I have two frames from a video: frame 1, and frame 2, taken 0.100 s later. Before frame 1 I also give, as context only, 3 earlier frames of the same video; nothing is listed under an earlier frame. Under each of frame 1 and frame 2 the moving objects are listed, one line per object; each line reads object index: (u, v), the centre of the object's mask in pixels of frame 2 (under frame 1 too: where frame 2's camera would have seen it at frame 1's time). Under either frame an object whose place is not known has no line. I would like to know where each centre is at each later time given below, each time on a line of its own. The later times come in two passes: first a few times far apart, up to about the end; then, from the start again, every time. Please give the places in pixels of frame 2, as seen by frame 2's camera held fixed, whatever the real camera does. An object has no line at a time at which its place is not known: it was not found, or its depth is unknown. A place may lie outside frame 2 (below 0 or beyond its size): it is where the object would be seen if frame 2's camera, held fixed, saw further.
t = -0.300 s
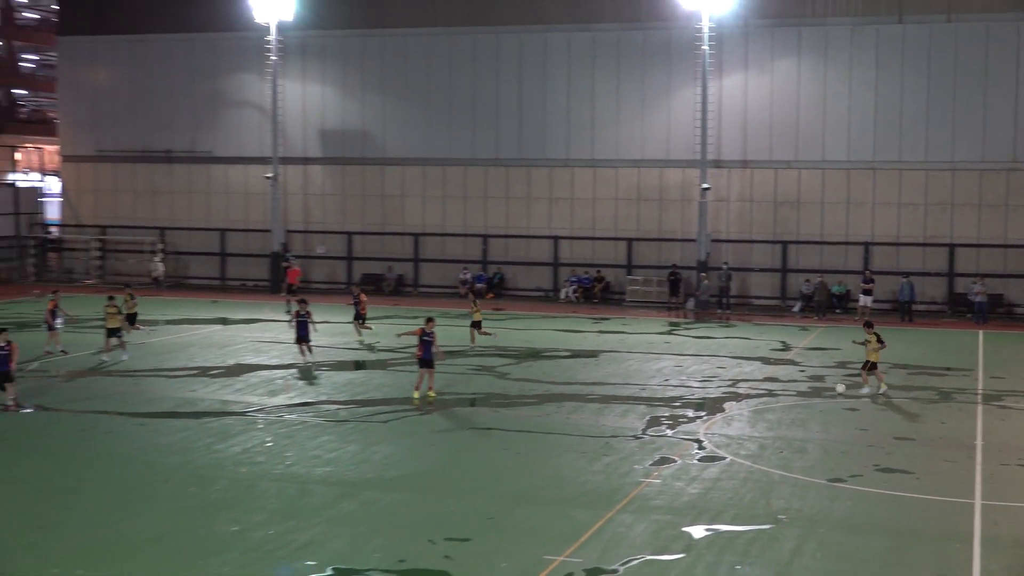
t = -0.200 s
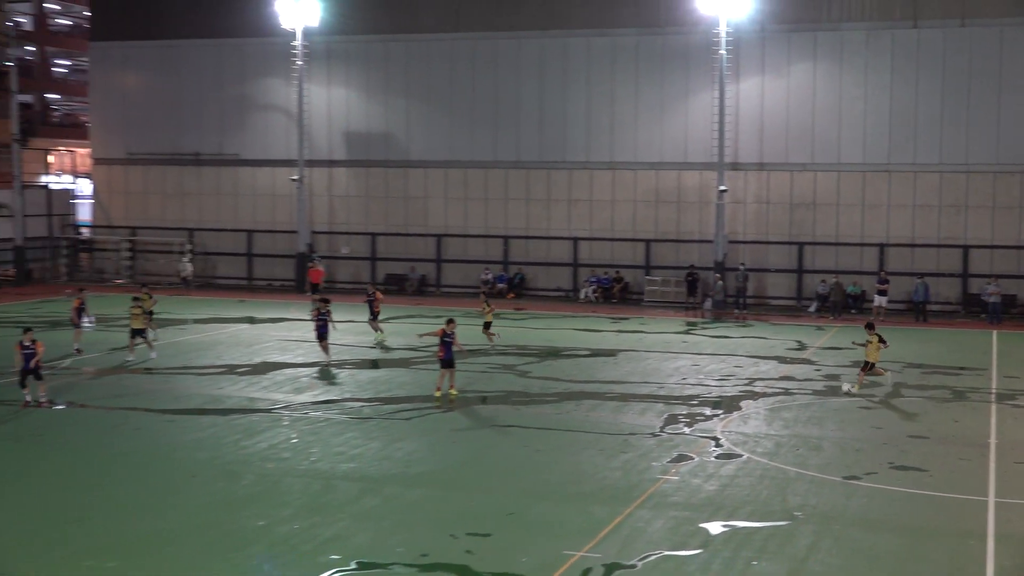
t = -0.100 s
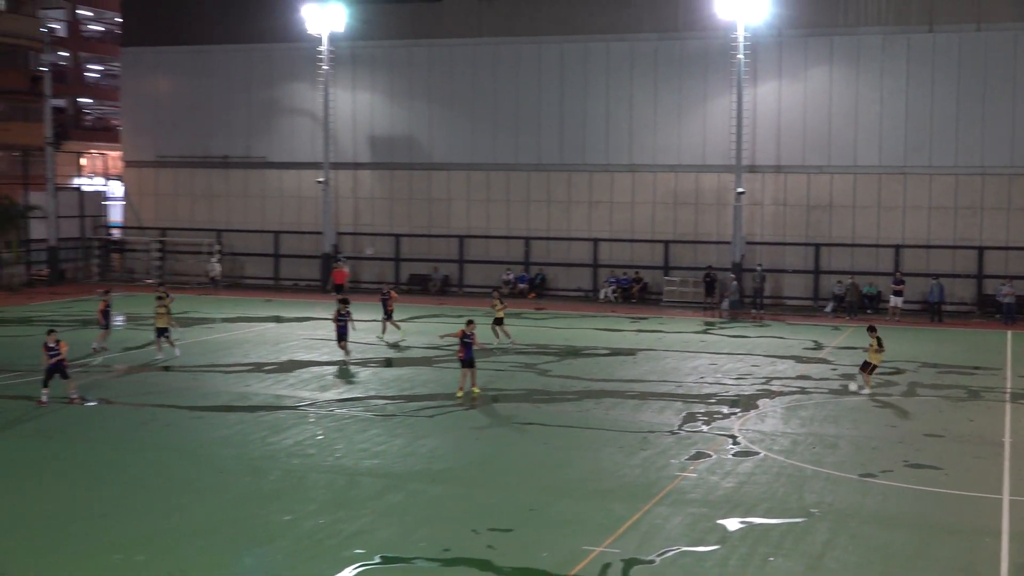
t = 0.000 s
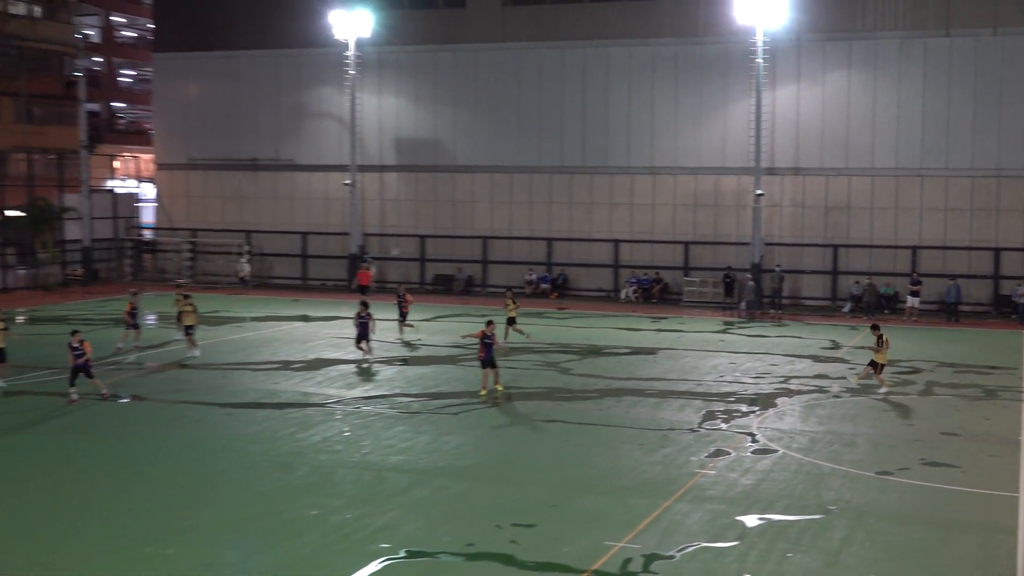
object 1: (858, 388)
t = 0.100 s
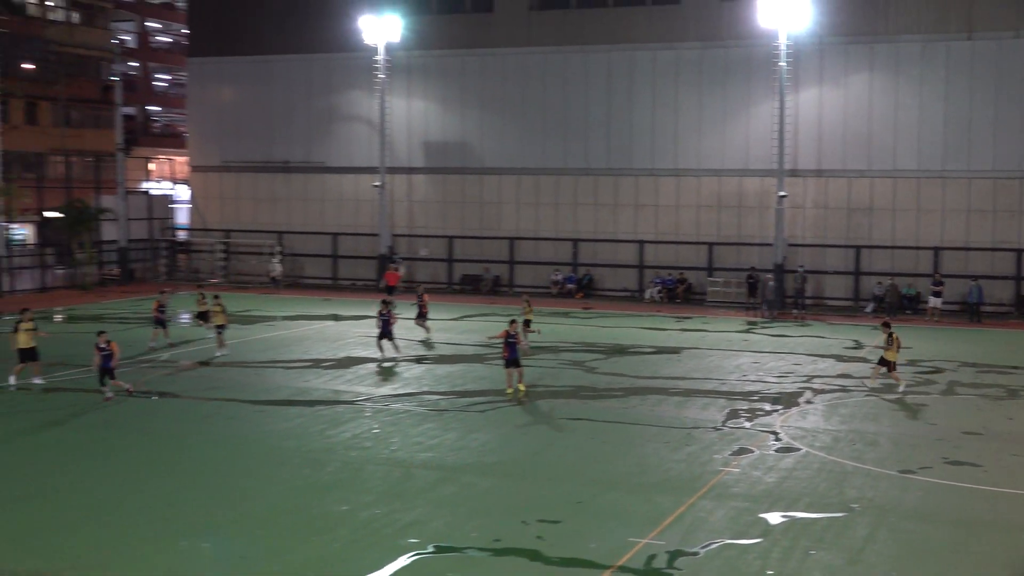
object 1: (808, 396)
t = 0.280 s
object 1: (719, 406)
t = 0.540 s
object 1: (593, 427)
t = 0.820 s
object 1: (462, 449)
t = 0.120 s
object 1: (798, 396)
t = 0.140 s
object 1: (788, 397)
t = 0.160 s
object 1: (778, 399)
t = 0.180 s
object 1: (768, 400)
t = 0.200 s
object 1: (758, 401)
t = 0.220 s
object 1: (749, 403)
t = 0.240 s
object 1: (738, 404)
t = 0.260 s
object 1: (729, 405)
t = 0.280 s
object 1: (719, 406)
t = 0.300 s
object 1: (709, 407)
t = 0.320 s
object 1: (699, 409)
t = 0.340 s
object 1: (689, 411)
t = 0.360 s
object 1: (680, 412)
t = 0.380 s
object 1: (670, 414)
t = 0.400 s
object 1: (660, 415)
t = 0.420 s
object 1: (651, 417)
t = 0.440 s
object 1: (642, 417)
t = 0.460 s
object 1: (632, 419)
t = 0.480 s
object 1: (623, 420)
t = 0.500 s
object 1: (613, 422)
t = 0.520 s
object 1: (603, 425)
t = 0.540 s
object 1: (593, 427)
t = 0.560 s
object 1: (584, 428)
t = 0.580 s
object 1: (575, 428)
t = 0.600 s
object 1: (565, 430)
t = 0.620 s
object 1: (556, 431)
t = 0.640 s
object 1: (546, 433)
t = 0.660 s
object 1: (536, 435)
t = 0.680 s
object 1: (527, 438)
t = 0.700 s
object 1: (517, 439)
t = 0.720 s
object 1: (509, 440)
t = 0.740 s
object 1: (499, 441)
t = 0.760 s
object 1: (490, 443)
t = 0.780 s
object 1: (481, 445)
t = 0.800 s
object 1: (471, 447)
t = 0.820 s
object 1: (462, 449)
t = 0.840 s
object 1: (452, 452)
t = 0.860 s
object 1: (443, 453)
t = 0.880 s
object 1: (434, 454)
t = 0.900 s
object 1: (425, 455)
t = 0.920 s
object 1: (416, 456)
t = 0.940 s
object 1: (407, 459)
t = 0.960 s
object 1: (398, 461)
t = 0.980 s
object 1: (389, 463)
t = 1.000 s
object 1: (380, 466)
